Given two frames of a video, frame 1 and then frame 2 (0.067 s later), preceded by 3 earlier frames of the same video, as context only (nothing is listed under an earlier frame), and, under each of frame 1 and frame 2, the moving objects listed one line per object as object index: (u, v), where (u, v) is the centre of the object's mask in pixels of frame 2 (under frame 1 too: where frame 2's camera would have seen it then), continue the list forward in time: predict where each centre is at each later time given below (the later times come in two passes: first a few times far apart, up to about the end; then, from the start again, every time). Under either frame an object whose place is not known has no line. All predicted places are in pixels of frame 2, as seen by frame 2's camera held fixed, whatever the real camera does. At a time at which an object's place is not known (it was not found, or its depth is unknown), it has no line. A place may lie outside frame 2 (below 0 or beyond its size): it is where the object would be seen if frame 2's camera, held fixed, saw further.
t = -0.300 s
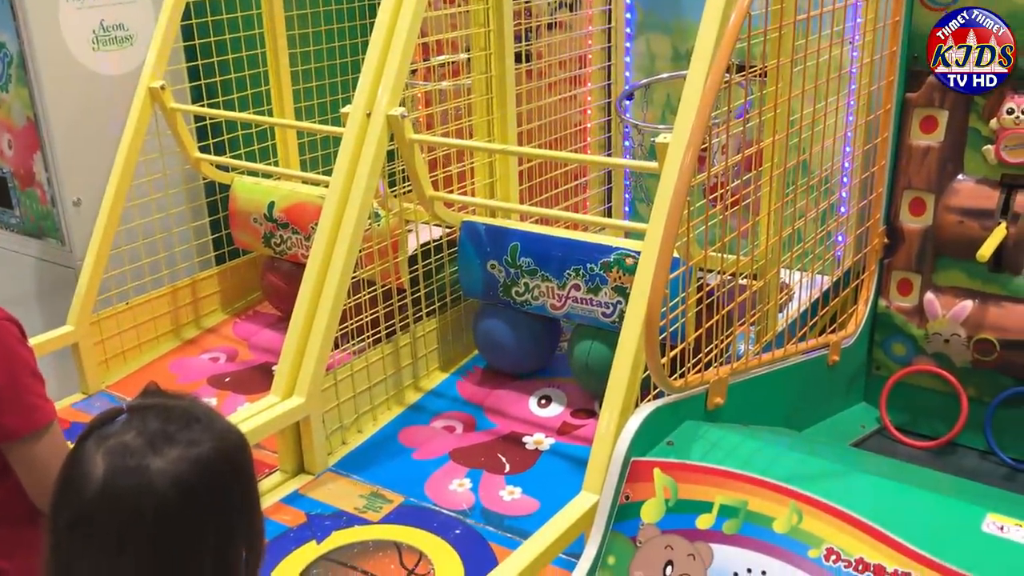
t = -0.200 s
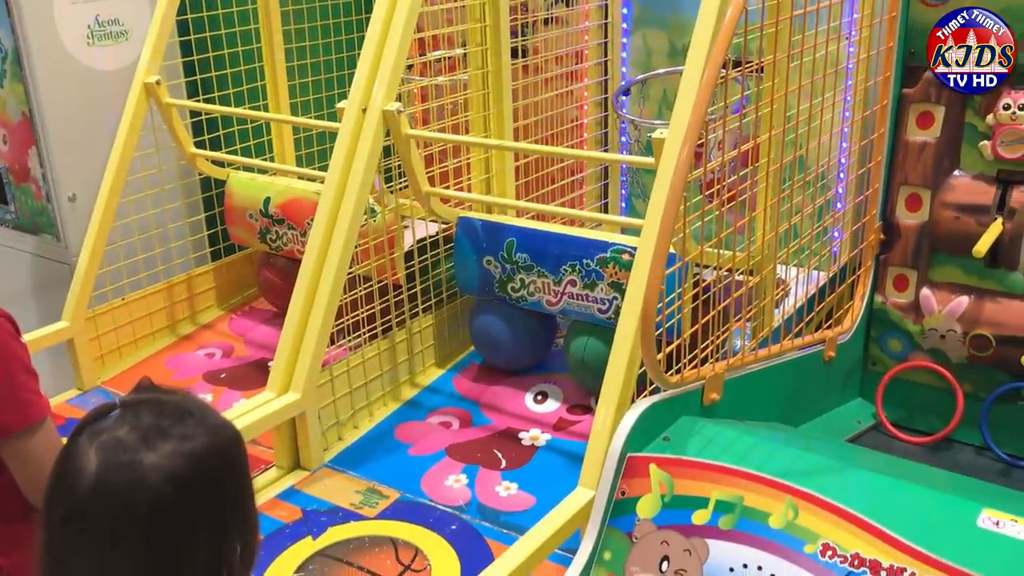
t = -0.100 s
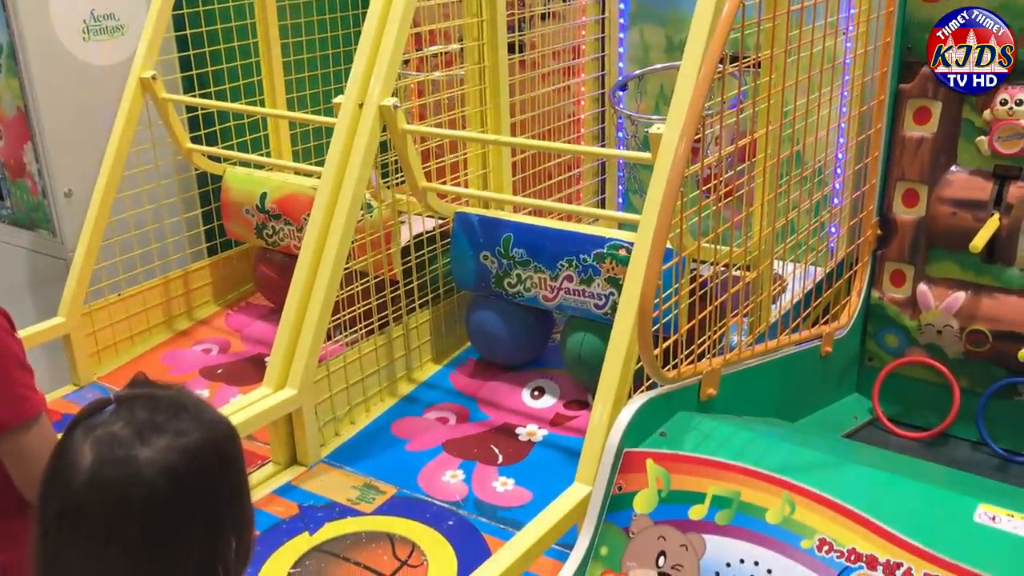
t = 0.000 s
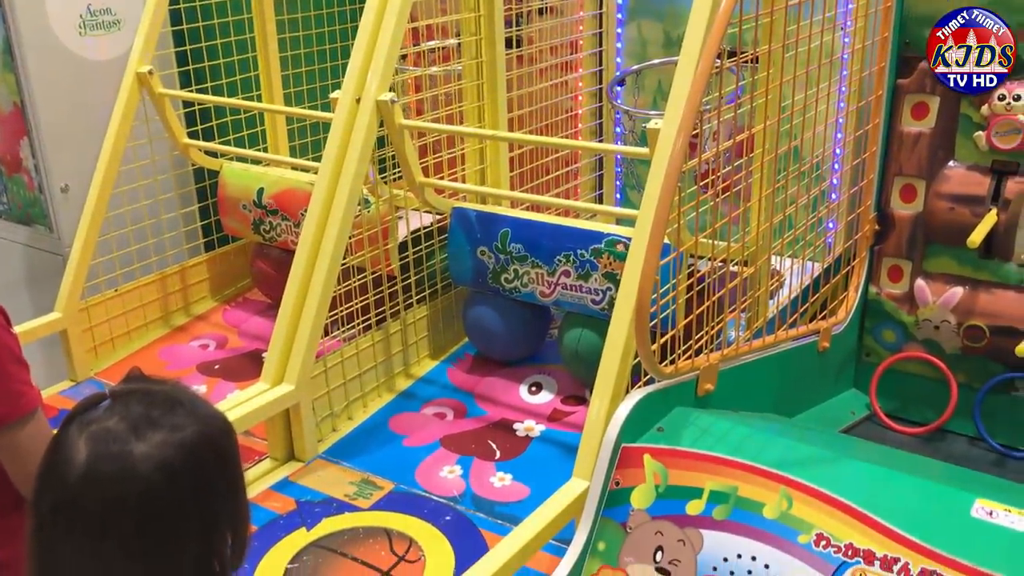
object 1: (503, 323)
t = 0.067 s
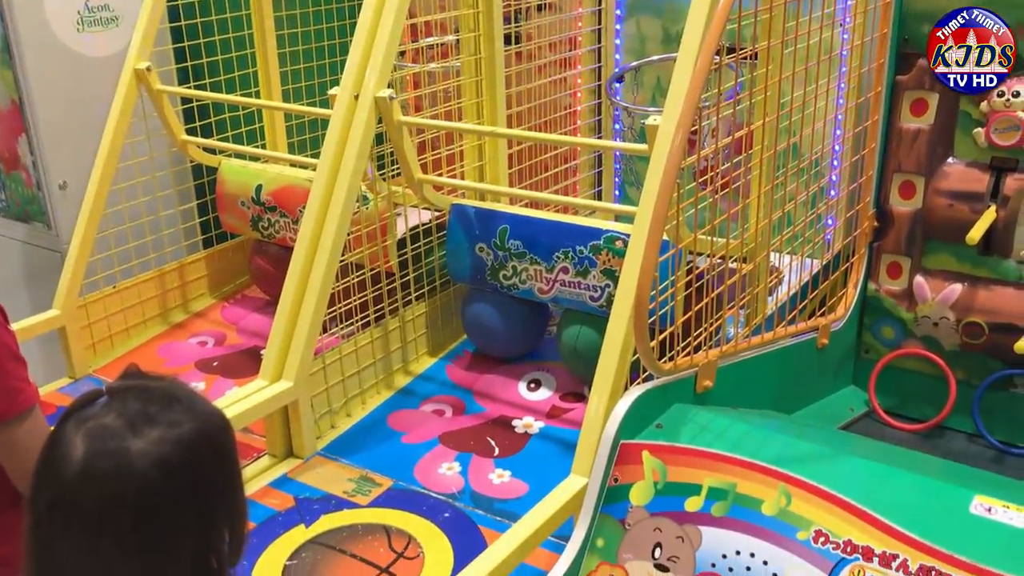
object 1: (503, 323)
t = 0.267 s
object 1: (503, 323)
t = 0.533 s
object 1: (499, 326)
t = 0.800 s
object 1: (489, 331)
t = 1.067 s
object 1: (471, 346)
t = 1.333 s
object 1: (441, 372)
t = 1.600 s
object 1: (401, 412)
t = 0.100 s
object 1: (503, 323)
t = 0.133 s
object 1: (503, 323)
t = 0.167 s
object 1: (503, 323)
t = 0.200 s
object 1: (503, 323)
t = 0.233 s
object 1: (503, 323)
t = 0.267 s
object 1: (503, 323)
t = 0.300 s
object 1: (503, 324)
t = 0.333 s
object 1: (503, 324)
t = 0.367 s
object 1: (502, 324)
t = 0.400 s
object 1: (501, 325)
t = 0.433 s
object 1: (501, 325)
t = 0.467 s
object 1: (500, 325)
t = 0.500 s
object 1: (499, 326)
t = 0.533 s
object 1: (499, 326)
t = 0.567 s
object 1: (498, 327)
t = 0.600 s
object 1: (497, 327)
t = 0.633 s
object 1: (496, 327)
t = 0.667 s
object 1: (495, 328)
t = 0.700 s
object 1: (494, 328)
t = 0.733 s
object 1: (493, 329)
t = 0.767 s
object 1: (491, 330)
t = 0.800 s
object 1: (489, 331)
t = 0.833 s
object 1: (488, 332)
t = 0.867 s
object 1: (486, 333)
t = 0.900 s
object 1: (484, 334)
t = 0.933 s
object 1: (482, 336)
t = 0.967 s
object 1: (480, 338)
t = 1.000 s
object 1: (478, 339)
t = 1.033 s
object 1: (473, 343)
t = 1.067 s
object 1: (471, 346)
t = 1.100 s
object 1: (468, 348)
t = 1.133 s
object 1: (464, 351)
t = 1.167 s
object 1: (460, 353)
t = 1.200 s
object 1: (458, 357)
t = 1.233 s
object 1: (453, 361)
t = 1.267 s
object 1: (450, 365)
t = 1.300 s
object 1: (446, 368)
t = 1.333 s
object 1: (441, 372)
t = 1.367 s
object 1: (437, 376)
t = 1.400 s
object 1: (432, 380)
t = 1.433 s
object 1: (427, 384)
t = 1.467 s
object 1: (422, 389)
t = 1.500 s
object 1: (417, 395)
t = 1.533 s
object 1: (411, 400)
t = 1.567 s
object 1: (406, 406)
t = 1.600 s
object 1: (401, 412)
